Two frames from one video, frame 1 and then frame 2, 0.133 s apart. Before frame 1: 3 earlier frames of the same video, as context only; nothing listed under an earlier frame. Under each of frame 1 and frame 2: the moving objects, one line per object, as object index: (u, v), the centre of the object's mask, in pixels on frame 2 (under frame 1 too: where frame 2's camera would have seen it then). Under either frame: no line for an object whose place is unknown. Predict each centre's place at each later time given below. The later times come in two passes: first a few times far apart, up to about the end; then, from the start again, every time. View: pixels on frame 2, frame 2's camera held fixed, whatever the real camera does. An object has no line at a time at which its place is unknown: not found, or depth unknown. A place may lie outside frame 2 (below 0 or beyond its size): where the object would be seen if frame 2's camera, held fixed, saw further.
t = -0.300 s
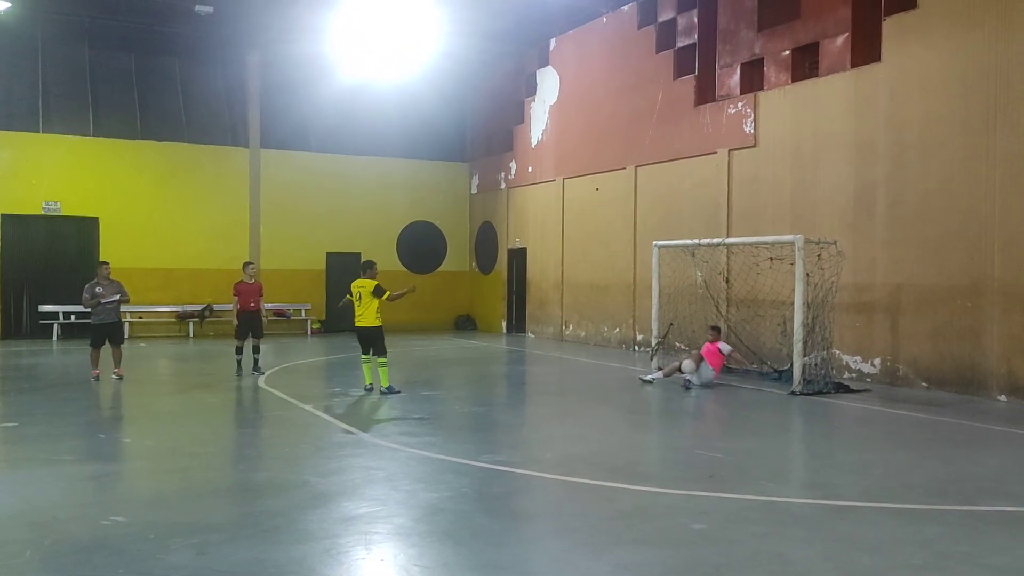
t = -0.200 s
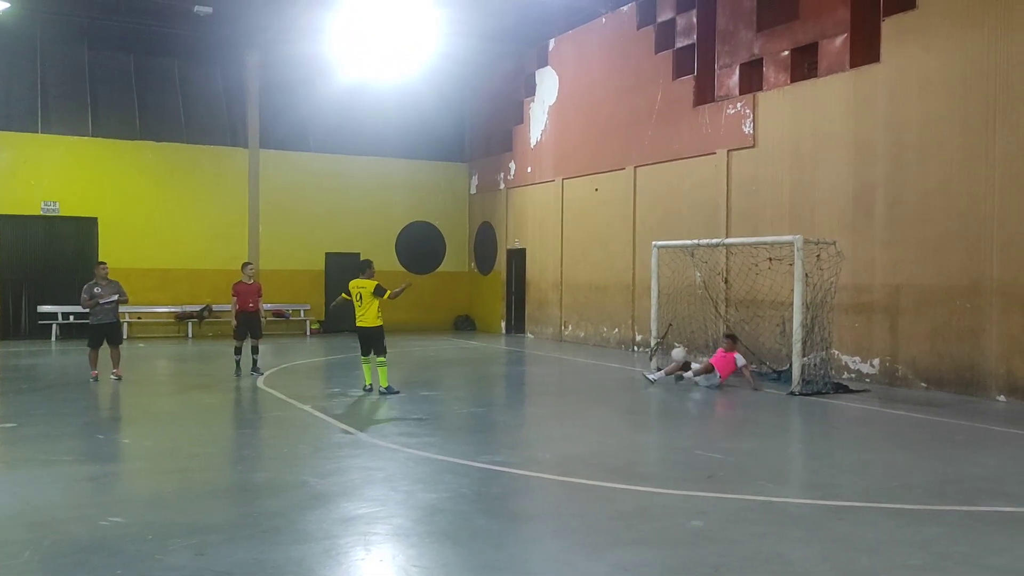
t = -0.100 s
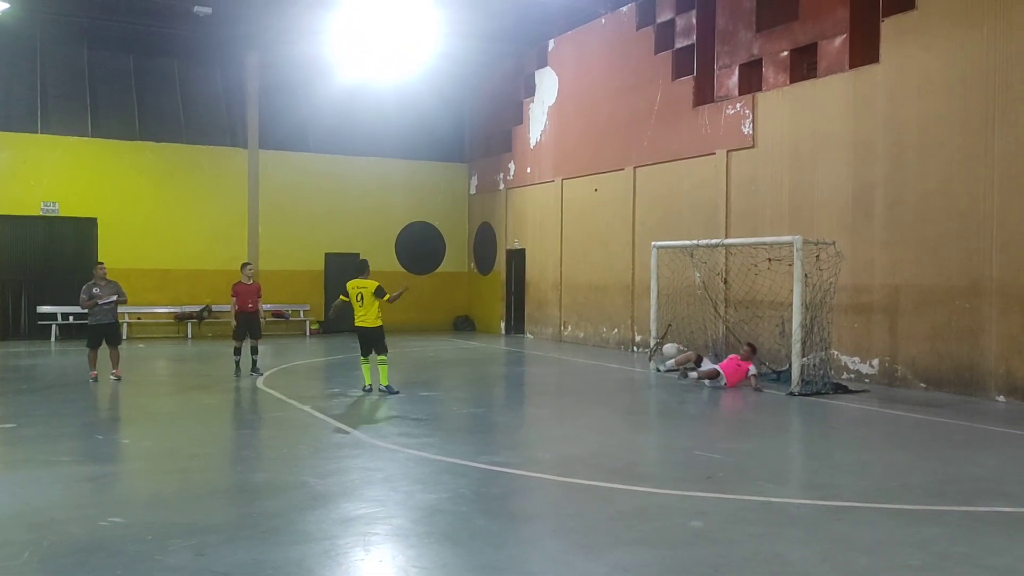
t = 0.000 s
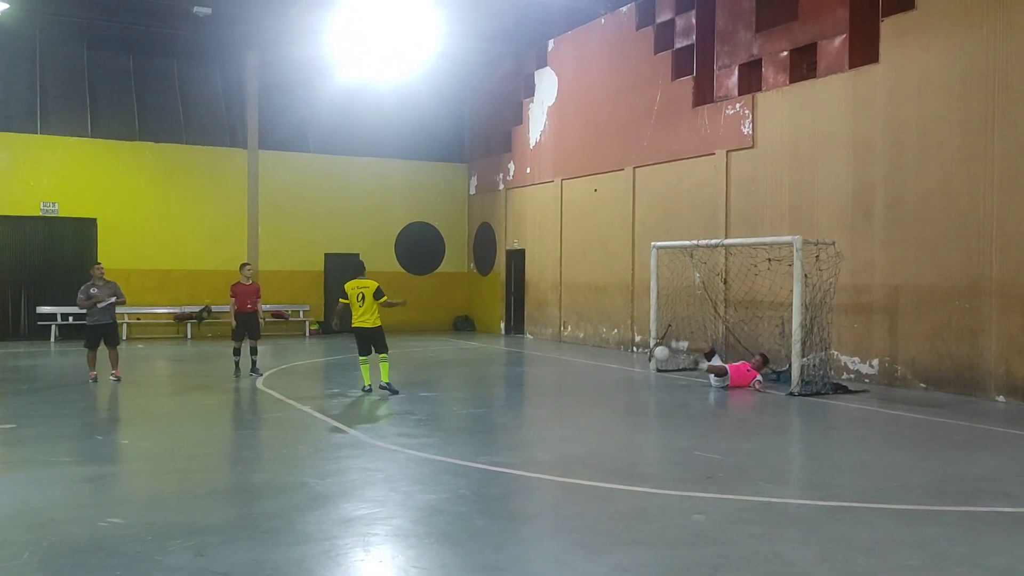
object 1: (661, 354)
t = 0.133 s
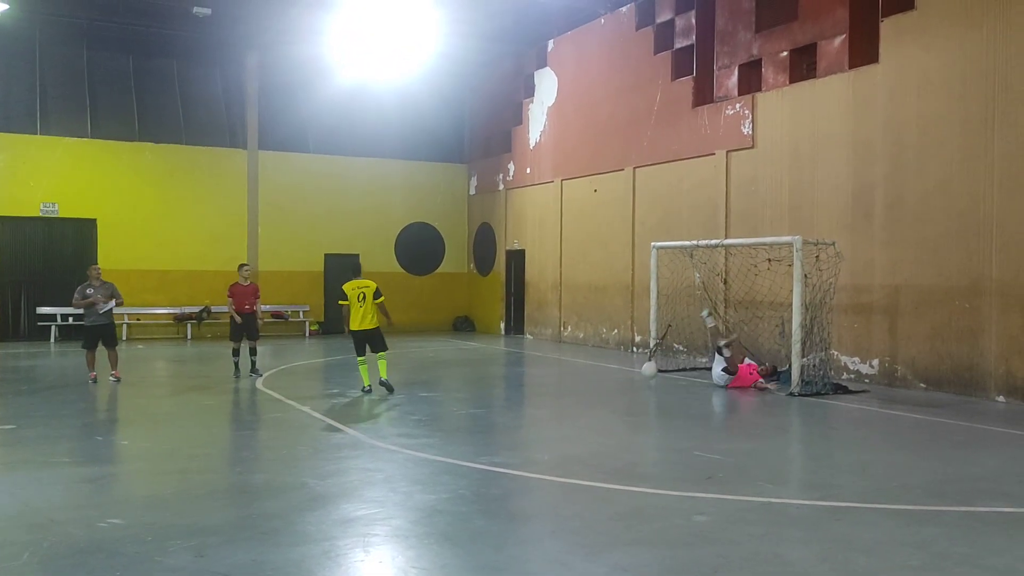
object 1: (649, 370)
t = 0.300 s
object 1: (634, 396)
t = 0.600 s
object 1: (607, 388)
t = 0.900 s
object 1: (577, 407)
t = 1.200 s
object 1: (543, 423)
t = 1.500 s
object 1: (503, 438)
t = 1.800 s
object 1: (458, 452)
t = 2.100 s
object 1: (406, 465)
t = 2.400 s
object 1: (346, 480)
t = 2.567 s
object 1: (308, 488)
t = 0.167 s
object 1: (647, 376)
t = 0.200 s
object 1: (643, 384)
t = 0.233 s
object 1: (640, 392)
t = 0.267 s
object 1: (637, 402)
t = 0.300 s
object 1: (634, 396)
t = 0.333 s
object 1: (632, 392)
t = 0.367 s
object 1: (628, 388)
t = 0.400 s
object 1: (626, 386)
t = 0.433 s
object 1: (623, 384)
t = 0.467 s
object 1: (620, 383)
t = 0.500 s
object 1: (616, 382)
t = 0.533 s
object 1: (613, 383)
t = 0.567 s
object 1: (610, 386)
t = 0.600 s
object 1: (607, 388)
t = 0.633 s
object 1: (603, 392)
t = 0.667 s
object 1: (600, 397)
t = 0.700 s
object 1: (597, 402)
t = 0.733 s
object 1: (593, 410)
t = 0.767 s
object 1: (590, 413)
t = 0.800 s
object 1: (587, 410)
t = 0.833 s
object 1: (584, 409)
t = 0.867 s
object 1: (580, 407)
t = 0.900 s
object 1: (577, 407)
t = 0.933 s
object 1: (573, 408)
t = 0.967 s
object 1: (570, 410)
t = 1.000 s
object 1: (566, 413)
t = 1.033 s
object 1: (563, 418)
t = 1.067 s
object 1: (559, 424)
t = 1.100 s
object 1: (555, 424)
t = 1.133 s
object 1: (551, 423)
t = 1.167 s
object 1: (547, 422)
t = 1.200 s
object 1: (543, 423)
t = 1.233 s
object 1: (539, 425)
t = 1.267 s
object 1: (535, 428)
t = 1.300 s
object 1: (530, 432)
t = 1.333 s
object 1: (526, 432)
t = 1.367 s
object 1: (522, 432)
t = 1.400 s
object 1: (517, 434)
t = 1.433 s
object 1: (512, 437)
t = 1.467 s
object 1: (508, 437)
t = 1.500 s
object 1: (503, 438)
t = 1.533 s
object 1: (499, 441)
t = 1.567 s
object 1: (494, 441)
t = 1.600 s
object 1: (489, 443)
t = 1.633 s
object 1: (484, 445)
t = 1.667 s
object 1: (479, 445)
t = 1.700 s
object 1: (473, 447)
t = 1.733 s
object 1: (468, 449)
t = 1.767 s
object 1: (464, 450)
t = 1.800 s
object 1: (458, 452)
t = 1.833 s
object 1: (452, 453)
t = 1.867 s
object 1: (447, 454)
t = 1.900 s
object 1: (441, 456)
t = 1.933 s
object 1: (436, 457)
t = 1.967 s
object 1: (430, 459)
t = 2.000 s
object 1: (424, 460)
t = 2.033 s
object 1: (418, 462)
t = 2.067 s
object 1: (412, 464)
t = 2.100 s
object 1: (406, 465)
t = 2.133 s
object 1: (400, 467)
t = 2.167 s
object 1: (393, 468)
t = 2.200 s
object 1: (388, 469)
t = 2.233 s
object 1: (380, 471)
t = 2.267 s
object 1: (373, 473)
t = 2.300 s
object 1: (367, 474)
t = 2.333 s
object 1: (360, 476)
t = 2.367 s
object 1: (353, 478)
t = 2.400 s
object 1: (346, 480)
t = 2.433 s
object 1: (339, 481)
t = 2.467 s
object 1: (332, 483)
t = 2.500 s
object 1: (324, 485)
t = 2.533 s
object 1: (317, 486)
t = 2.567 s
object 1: (308, 488)
